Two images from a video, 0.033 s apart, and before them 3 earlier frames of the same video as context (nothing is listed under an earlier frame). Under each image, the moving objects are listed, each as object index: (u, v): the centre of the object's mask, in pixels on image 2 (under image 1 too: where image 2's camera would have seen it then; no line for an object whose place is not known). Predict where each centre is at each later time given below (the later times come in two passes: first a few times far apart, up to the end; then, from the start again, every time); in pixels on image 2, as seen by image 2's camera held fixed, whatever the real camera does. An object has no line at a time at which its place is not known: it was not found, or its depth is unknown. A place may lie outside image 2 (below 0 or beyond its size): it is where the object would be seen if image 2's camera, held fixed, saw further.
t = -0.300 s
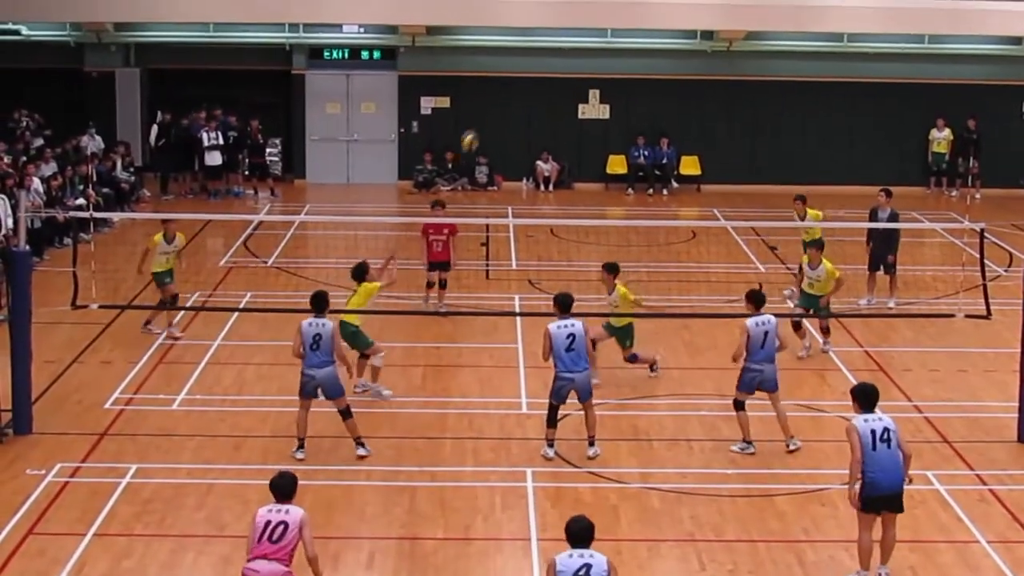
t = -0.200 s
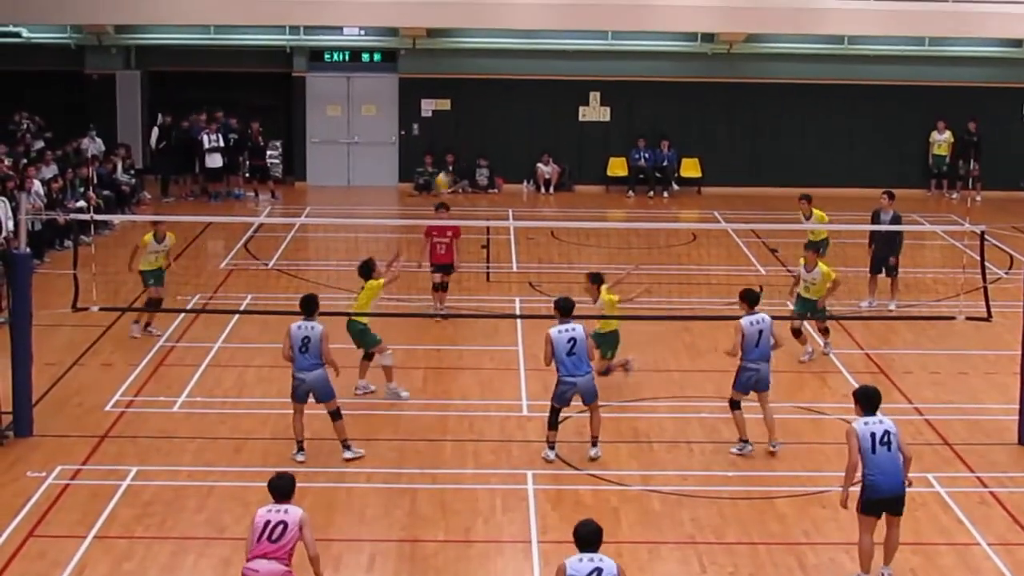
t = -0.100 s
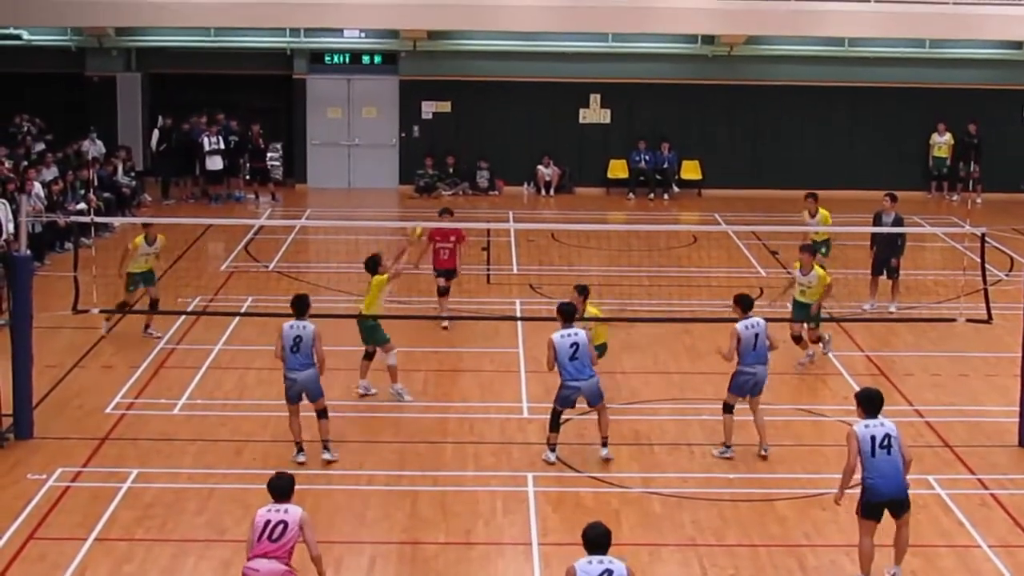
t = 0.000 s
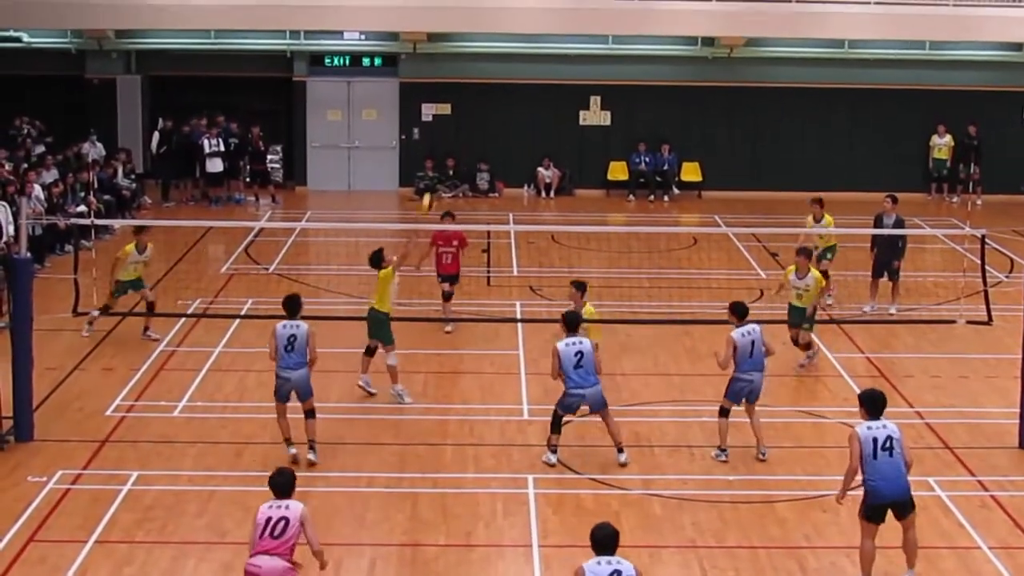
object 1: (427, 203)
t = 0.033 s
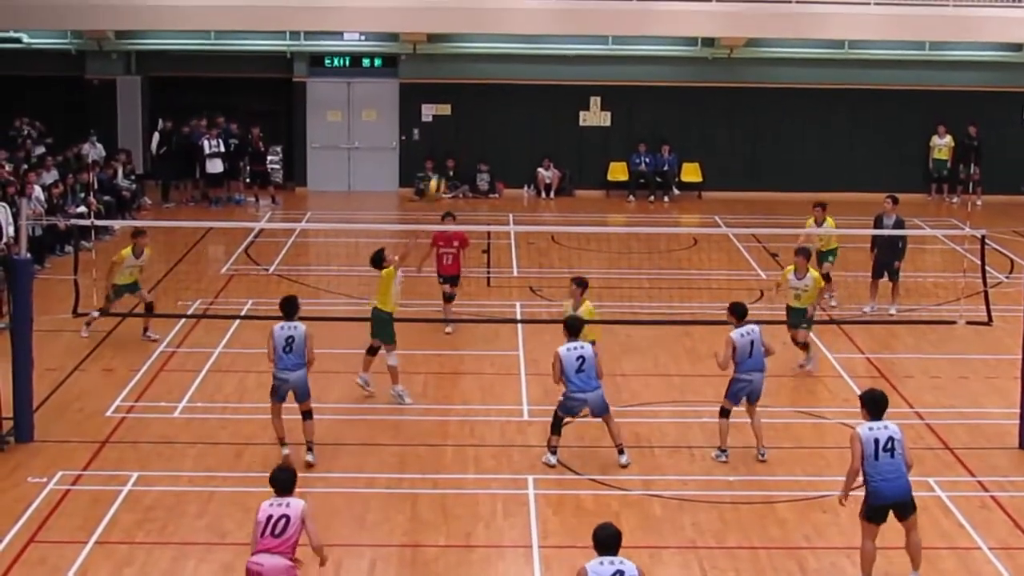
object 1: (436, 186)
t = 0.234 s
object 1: (484, 100)
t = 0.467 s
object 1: (542, 41)
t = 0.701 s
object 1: (597, 31)
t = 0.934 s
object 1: (650, 68)
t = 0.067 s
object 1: (445, 169)
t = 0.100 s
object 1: (452, 154)
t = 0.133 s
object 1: (460, 139)
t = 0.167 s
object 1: (468, 125)
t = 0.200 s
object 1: (477, 112)
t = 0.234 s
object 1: (484, 100)
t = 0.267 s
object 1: (492, 89)
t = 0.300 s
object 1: (502, 79)
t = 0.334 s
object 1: (510, 69)
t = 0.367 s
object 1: (519, 61)
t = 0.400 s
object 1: (526, 54)
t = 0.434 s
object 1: (534, 48)
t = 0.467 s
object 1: (542, 41)
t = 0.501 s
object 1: (549, 37)
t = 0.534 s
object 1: (558, 34)
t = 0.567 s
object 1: (566, 31)
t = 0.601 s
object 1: (575, 29)
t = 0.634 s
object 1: (582, 29)
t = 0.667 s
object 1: (589, 29)
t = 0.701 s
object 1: (597, 31)
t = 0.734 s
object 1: (605, 33)
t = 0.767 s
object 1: (612, 36)
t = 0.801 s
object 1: (619, 41)
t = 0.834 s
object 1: (627, 45)
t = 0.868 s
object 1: (635, 53)
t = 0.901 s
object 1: (642, 59)
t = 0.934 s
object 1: (650, 68)
